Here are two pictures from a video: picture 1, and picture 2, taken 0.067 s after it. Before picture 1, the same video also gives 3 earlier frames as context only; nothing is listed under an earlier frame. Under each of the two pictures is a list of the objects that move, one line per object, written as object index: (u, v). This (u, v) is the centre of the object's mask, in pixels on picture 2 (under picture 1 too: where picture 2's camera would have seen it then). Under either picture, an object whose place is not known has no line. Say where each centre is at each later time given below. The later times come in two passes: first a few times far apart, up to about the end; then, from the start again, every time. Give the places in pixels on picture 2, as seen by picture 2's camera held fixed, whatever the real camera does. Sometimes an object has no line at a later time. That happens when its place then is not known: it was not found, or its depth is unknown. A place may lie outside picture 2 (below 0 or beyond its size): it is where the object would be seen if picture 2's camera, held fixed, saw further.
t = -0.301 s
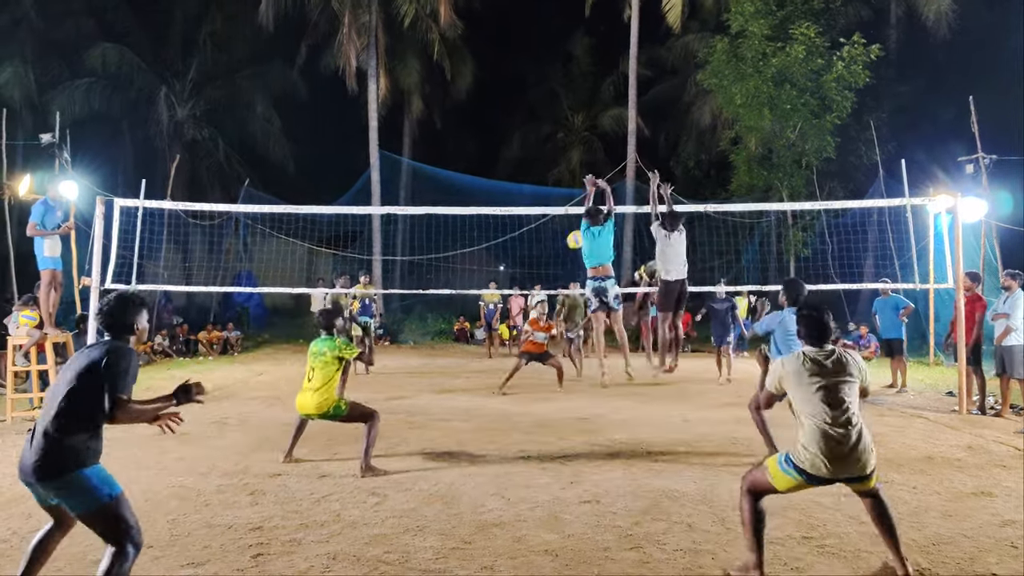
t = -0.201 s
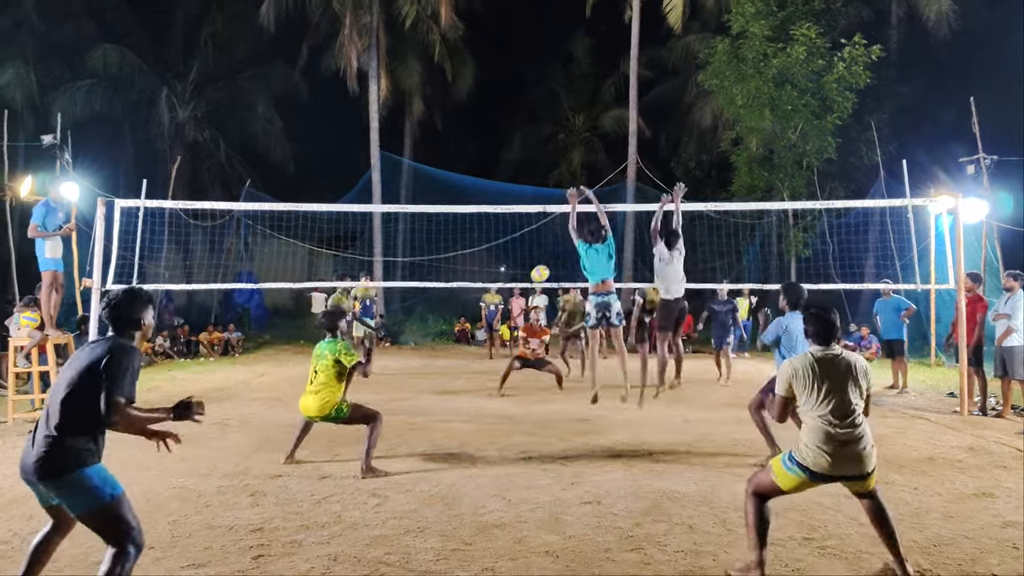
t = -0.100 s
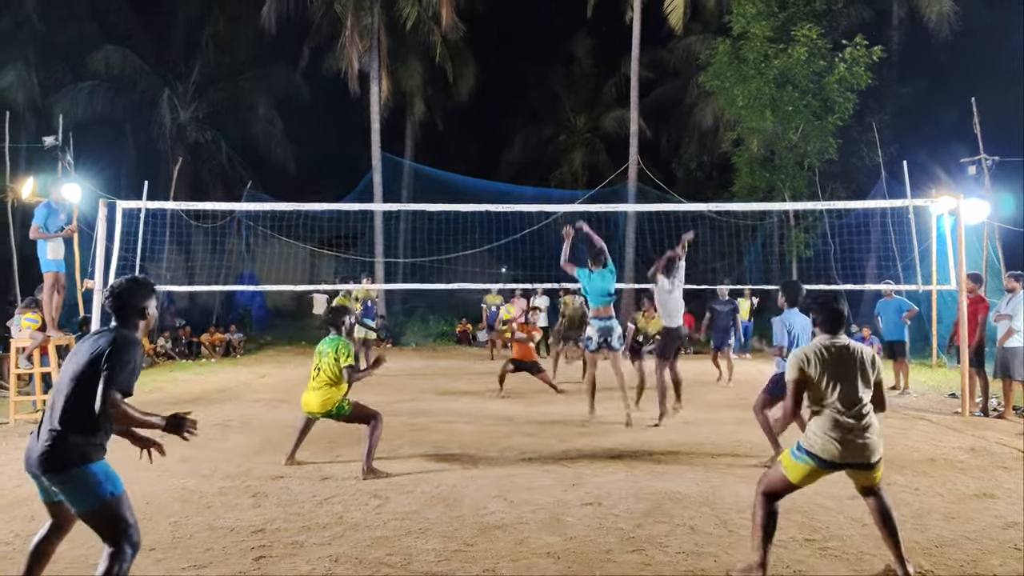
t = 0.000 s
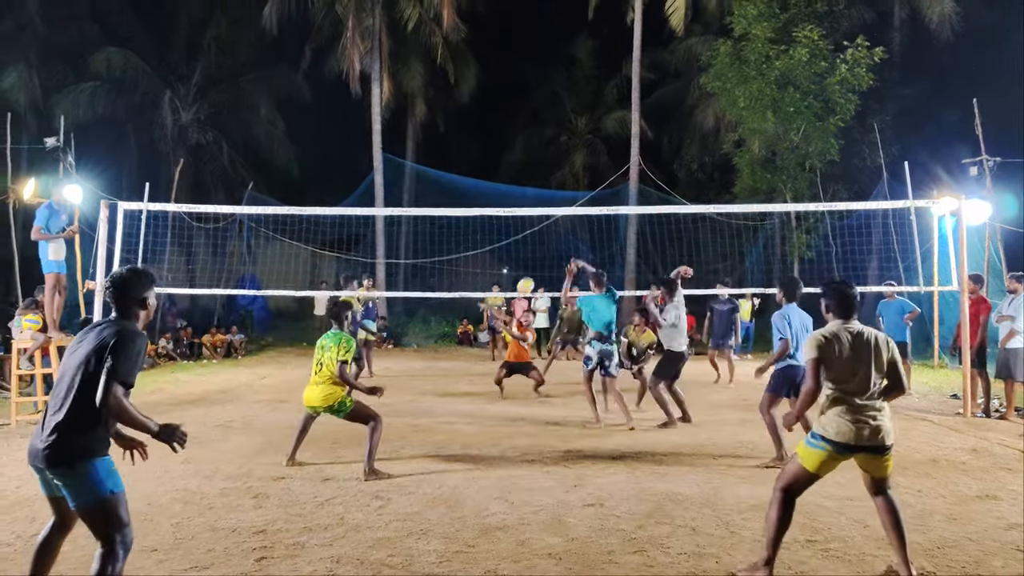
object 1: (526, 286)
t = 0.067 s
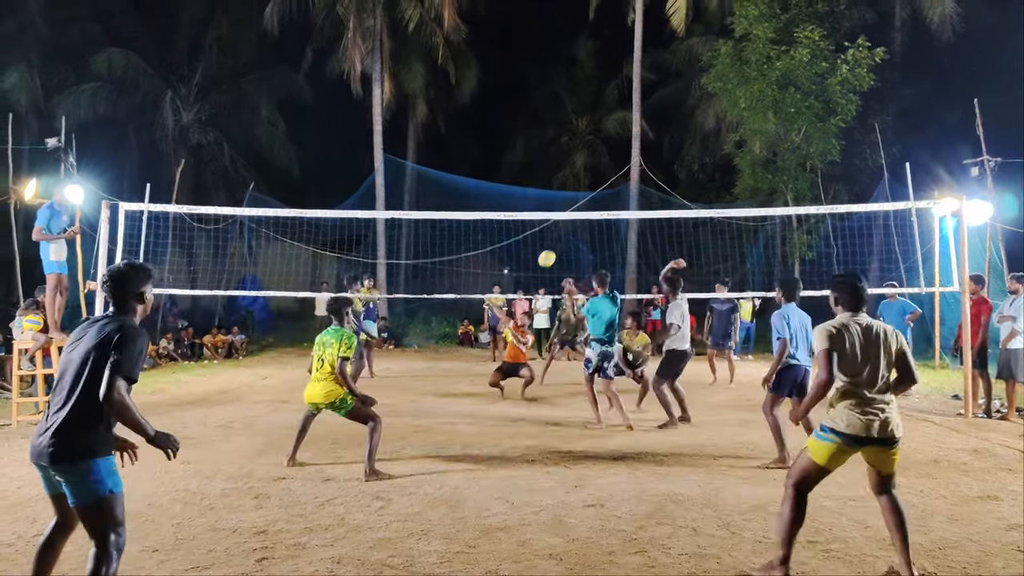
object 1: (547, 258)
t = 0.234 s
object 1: (597, 202)
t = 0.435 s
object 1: (657, 163)
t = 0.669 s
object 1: (726, 153)
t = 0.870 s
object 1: (784, 175)
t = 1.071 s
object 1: (842, 225)
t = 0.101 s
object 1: (557, 246)
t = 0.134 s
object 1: (567, 234)
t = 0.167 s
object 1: (577, 224)
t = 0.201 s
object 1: (588, 207)
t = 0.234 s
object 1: (597, 202)
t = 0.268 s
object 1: (607, 195)
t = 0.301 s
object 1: (617, 187)
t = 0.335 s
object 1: (627, 180)
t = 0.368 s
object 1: (637, 173)
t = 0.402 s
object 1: (647, 168)
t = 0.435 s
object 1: (657, 163)
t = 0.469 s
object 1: (667, 159)
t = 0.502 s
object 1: (677, 156)
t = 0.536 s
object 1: (687, 154)
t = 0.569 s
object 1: (696, 152)
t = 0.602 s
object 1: (706, 152)
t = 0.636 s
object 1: (716, 152)
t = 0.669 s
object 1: (726, 153)
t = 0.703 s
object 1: (735, 155)
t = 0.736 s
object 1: (745, 157)
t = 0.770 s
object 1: (755, 161)
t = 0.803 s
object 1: (765, 165)
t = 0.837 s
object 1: (775, 170)
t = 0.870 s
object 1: (784, 175)
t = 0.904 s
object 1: (794, 181)
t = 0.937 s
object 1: (804, 188)
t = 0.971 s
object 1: (814, 196)
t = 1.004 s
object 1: (823, 201)
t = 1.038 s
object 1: (834, 216)
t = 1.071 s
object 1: (842, 225)
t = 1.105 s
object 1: (852, 236)
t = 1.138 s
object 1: (861, 248)
